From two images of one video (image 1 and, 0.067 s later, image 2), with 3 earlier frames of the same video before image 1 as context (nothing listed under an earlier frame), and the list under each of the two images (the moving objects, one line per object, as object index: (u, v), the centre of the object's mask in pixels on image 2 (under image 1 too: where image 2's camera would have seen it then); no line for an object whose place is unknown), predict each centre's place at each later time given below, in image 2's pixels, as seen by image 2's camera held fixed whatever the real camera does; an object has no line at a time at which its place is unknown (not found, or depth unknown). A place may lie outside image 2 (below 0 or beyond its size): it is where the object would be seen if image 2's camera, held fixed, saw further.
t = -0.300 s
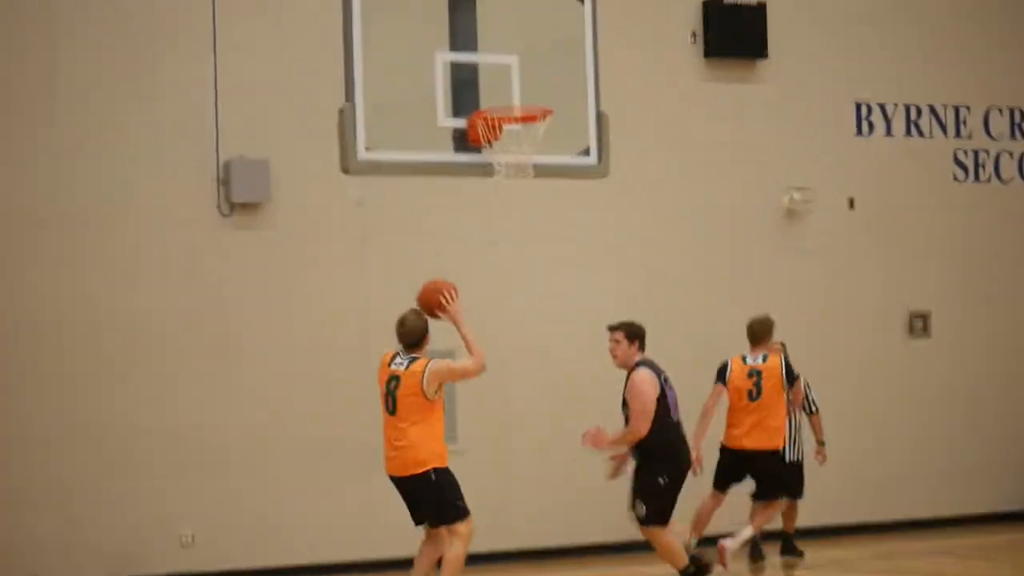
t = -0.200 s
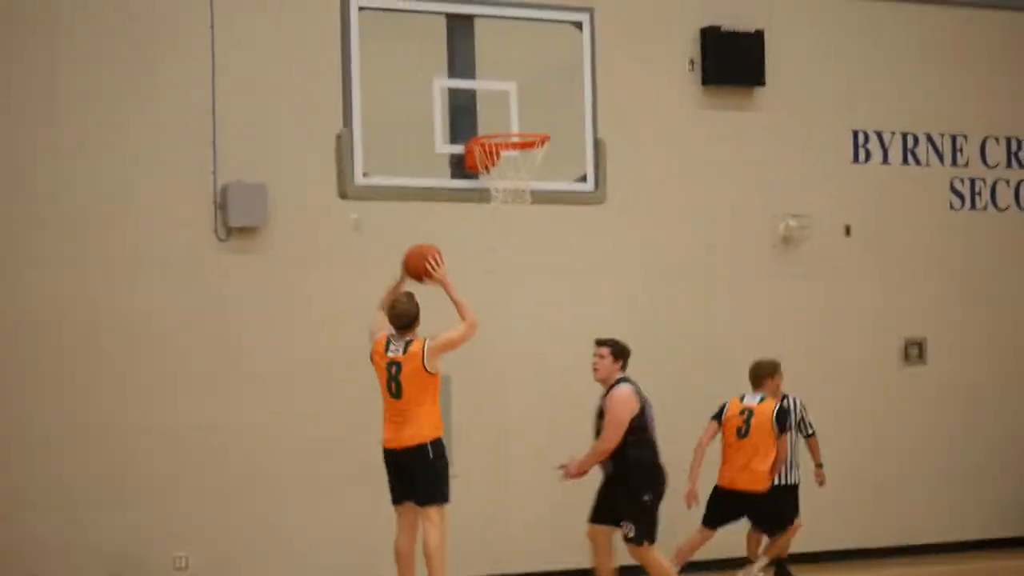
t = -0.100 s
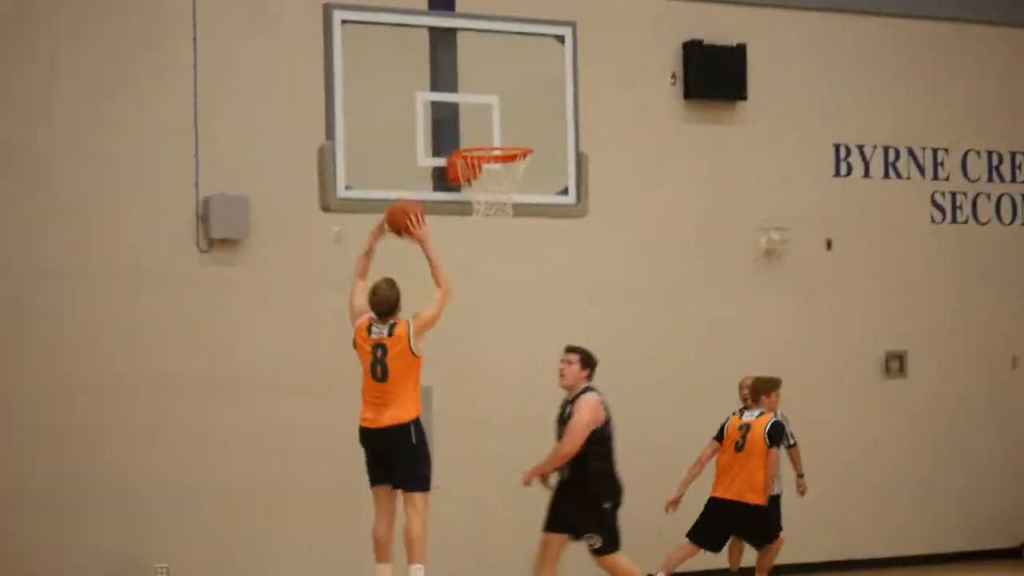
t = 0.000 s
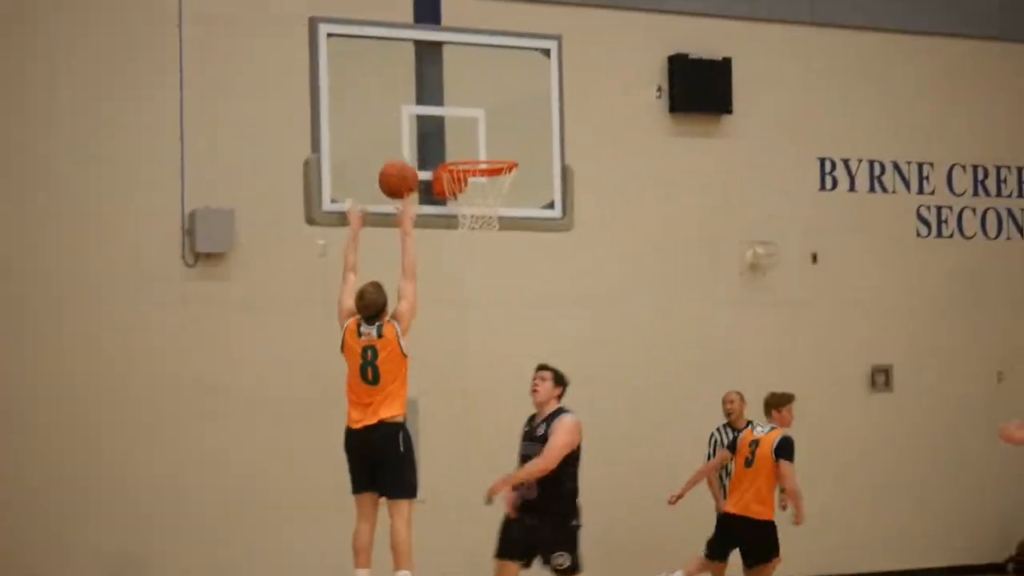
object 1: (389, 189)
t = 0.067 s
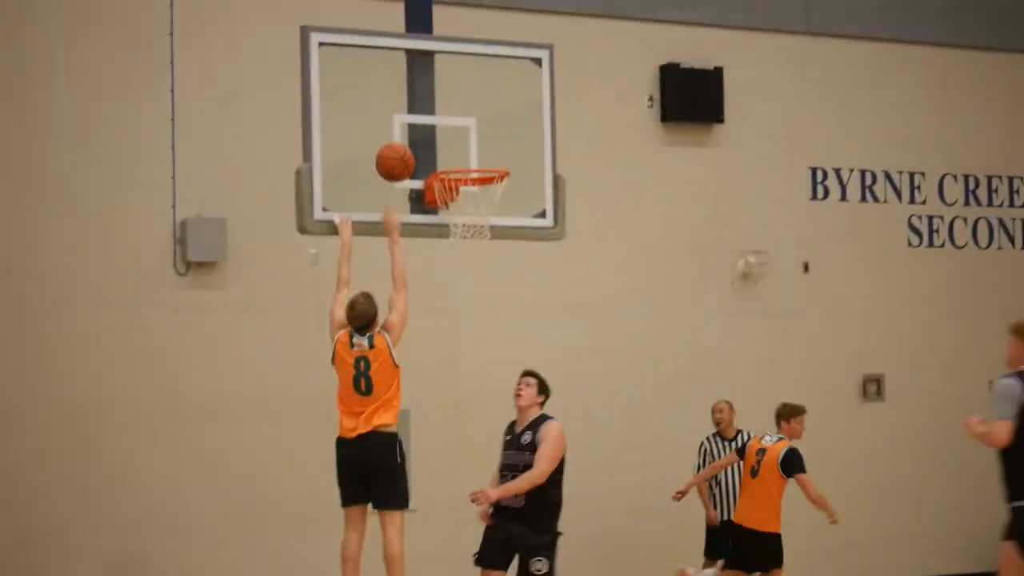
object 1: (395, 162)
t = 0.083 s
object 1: (396, 157)
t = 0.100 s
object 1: (398, 152)
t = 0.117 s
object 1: (399, 147)
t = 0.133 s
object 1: (400, 144)
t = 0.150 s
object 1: (402, 140)
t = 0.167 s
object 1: (402, 137)
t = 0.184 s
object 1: (404, 134)
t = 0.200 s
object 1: (409, 133)
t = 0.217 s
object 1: (414, 132)
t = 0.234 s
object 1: (418, 131)
